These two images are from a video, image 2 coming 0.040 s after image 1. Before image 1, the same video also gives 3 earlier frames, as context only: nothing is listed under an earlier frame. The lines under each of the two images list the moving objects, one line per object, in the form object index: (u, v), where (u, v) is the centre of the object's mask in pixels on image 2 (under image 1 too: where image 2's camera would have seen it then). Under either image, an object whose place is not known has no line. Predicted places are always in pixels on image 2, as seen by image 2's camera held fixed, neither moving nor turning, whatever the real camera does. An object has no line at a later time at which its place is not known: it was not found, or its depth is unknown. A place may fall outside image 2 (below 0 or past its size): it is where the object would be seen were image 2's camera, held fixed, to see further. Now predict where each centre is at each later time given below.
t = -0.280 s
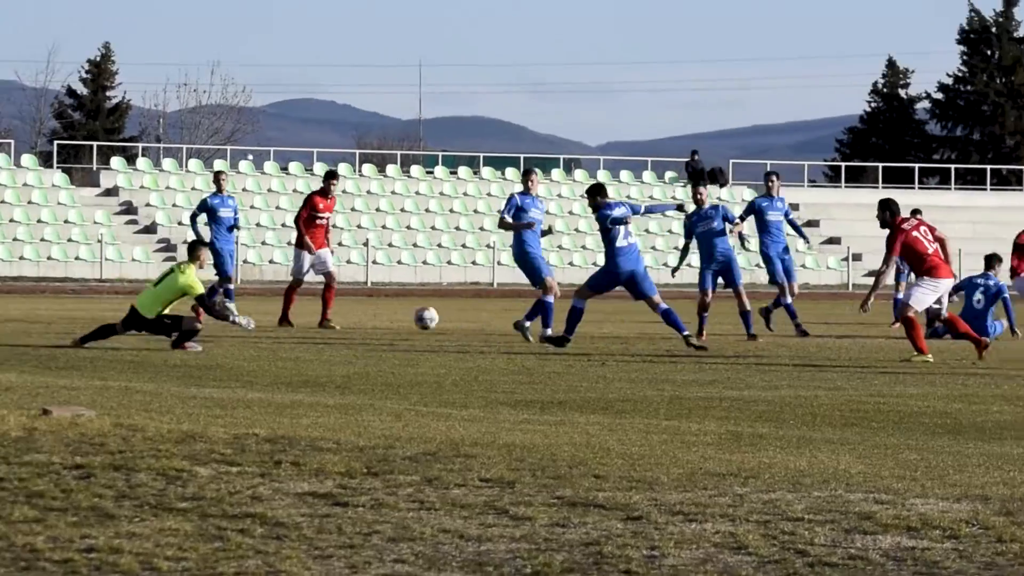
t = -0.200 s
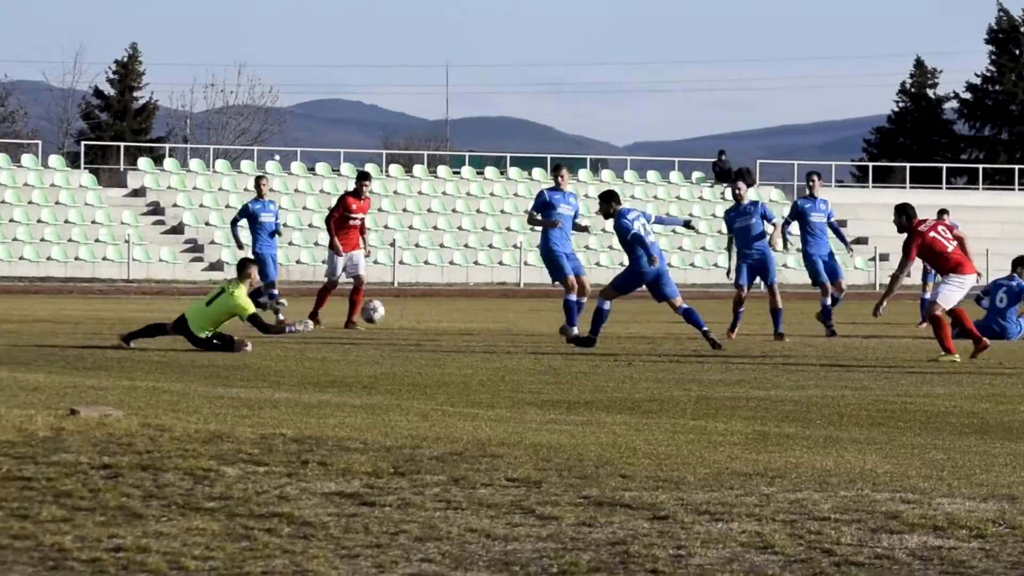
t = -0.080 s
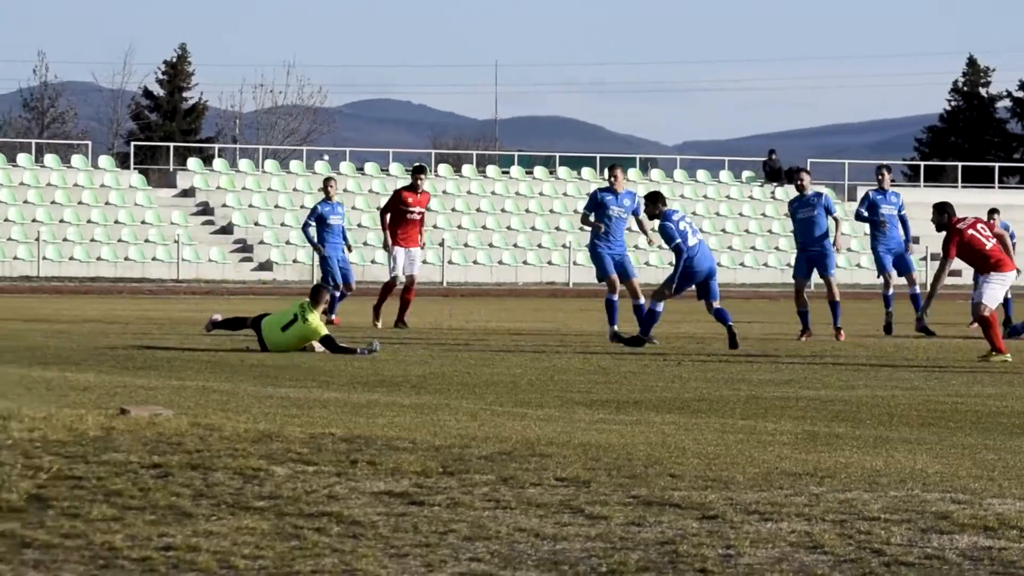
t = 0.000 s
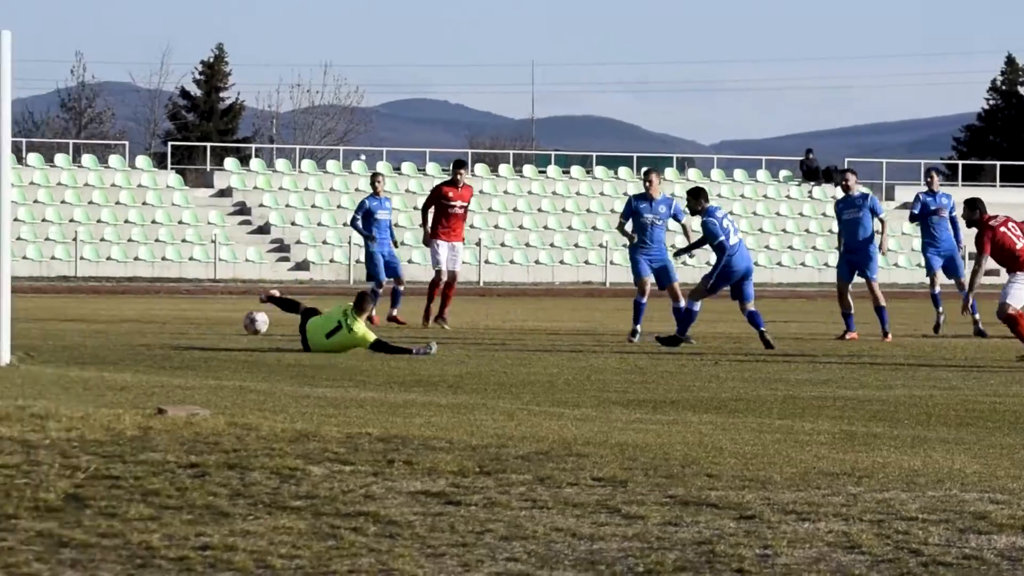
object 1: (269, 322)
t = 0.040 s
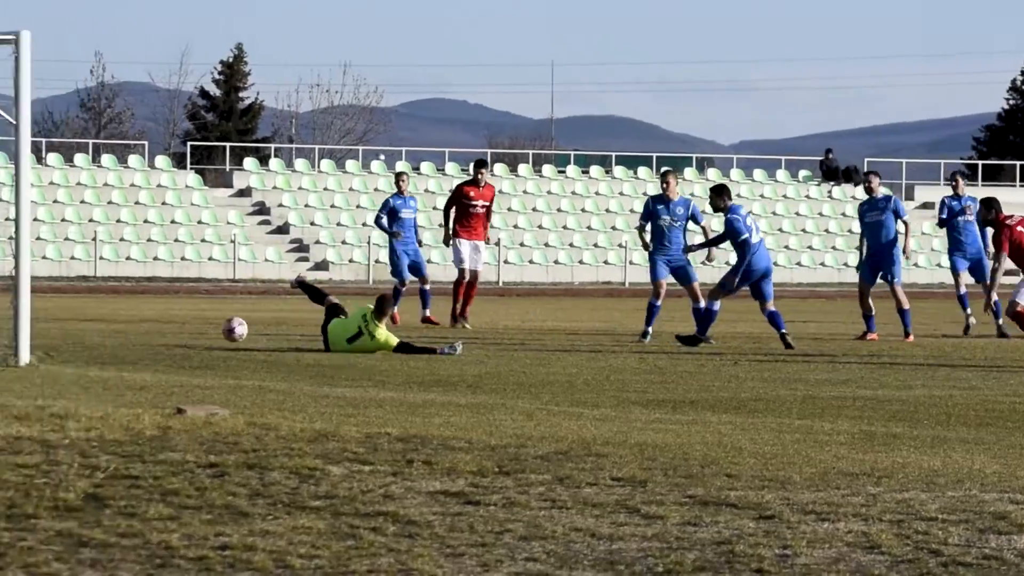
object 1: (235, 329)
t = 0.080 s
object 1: (203, 333)
